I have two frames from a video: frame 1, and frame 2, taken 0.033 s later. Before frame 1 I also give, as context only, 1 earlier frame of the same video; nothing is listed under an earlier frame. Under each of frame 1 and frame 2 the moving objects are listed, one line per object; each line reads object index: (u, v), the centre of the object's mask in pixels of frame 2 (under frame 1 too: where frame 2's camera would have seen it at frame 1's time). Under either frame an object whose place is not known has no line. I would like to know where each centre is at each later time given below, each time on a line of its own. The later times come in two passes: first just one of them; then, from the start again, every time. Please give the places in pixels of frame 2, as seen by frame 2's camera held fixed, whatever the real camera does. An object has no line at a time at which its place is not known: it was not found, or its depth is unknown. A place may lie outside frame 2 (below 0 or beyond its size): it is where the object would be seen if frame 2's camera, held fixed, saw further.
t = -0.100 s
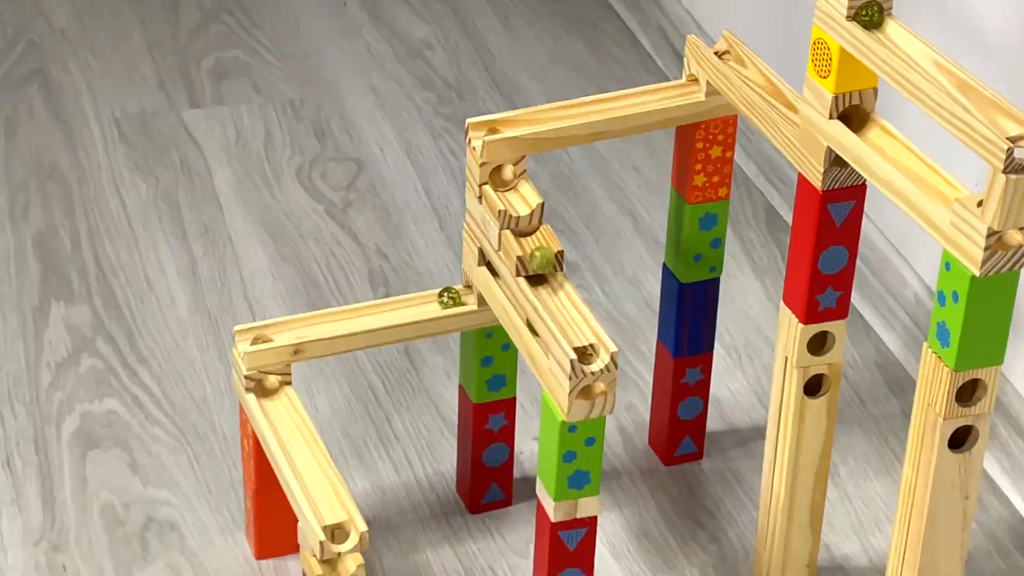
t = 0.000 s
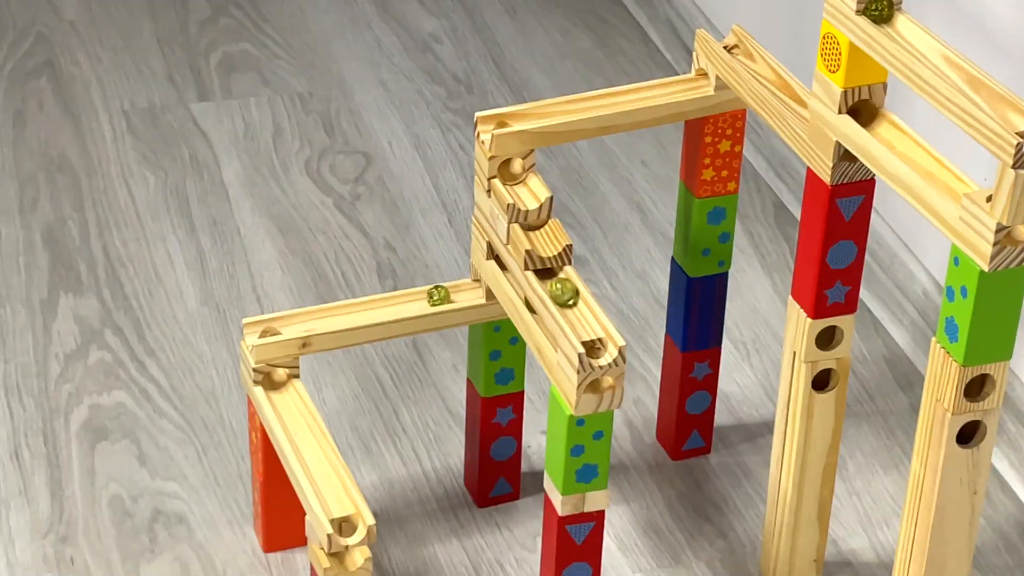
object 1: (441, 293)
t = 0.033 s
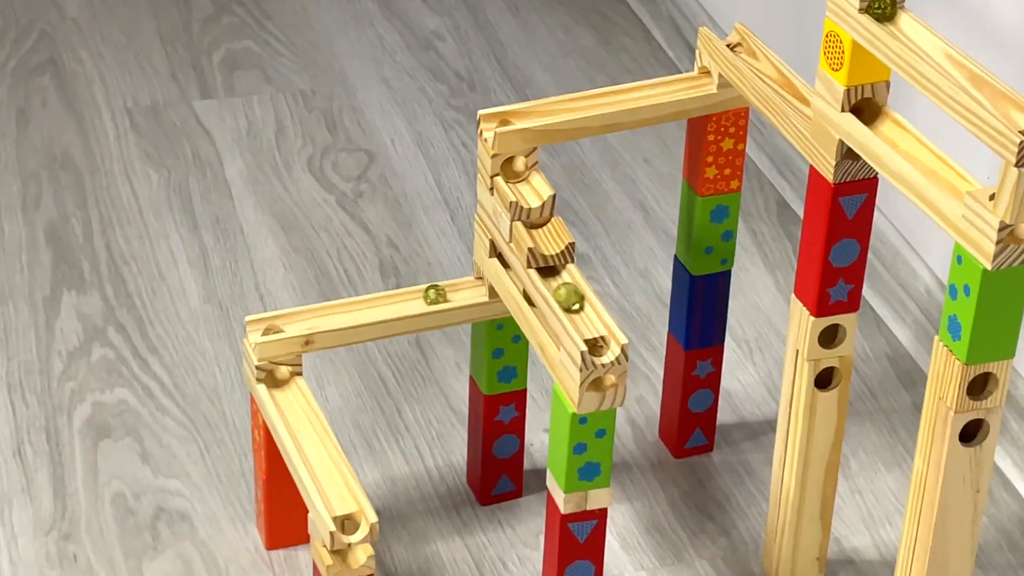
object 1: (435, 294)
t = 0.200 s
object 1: (398, 302)
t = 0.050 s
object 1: (431, 295)
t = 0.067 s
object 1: (428, 296)
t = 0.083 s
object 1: (424, 297)
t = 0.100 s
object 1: (421, 297)
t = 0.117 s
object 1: (417, 298)
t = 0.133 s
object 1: (413, 299)
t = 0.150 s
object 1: (409, 299)
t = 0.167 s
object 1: (405, 300)
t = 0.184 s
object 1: (402, 301)
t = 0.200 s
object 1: (398, 302)
